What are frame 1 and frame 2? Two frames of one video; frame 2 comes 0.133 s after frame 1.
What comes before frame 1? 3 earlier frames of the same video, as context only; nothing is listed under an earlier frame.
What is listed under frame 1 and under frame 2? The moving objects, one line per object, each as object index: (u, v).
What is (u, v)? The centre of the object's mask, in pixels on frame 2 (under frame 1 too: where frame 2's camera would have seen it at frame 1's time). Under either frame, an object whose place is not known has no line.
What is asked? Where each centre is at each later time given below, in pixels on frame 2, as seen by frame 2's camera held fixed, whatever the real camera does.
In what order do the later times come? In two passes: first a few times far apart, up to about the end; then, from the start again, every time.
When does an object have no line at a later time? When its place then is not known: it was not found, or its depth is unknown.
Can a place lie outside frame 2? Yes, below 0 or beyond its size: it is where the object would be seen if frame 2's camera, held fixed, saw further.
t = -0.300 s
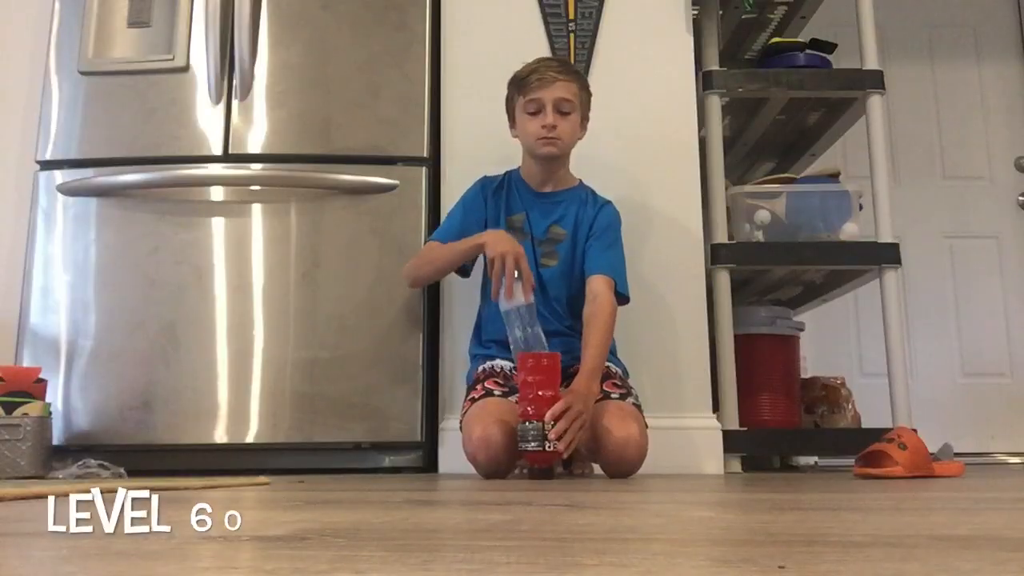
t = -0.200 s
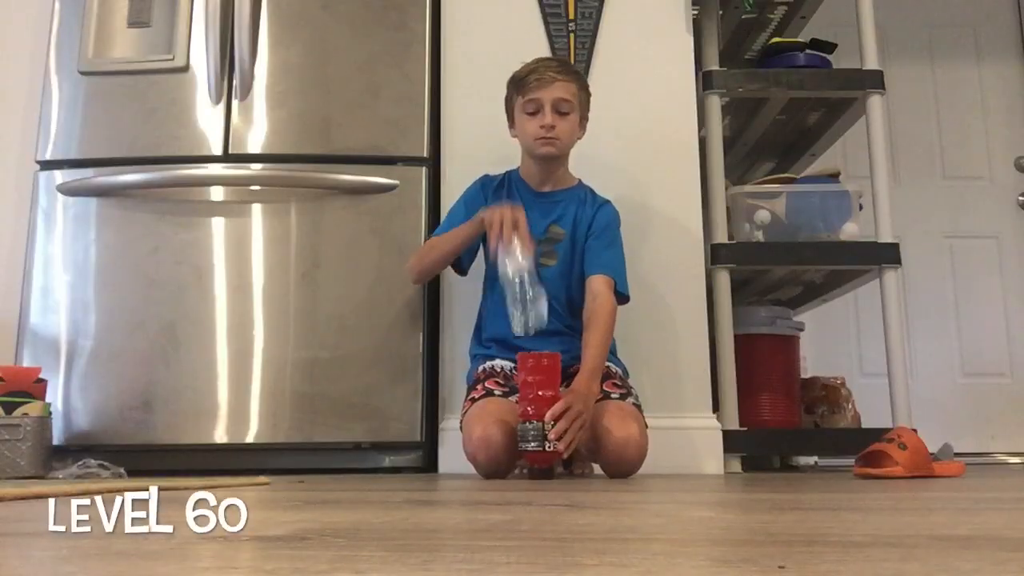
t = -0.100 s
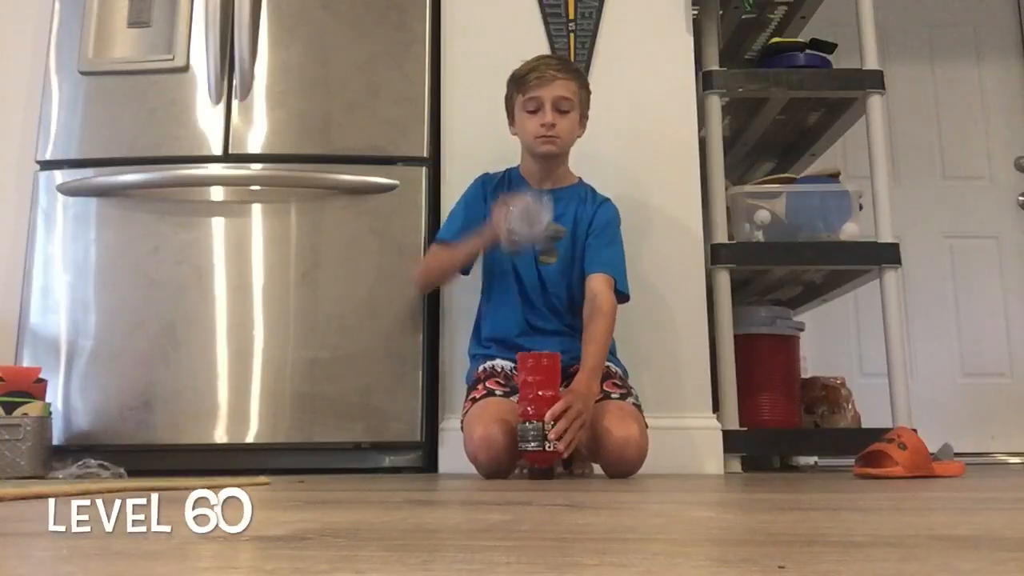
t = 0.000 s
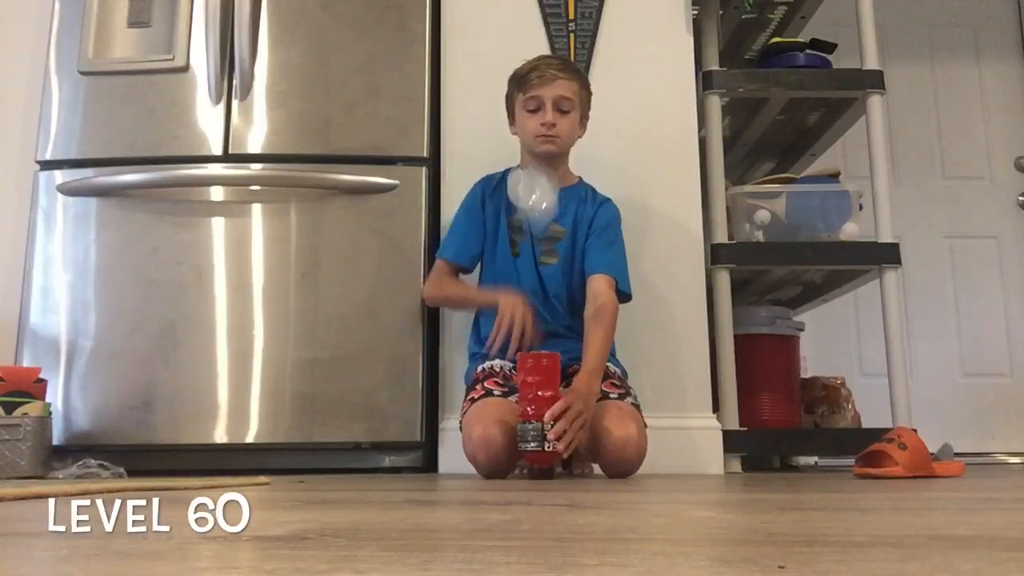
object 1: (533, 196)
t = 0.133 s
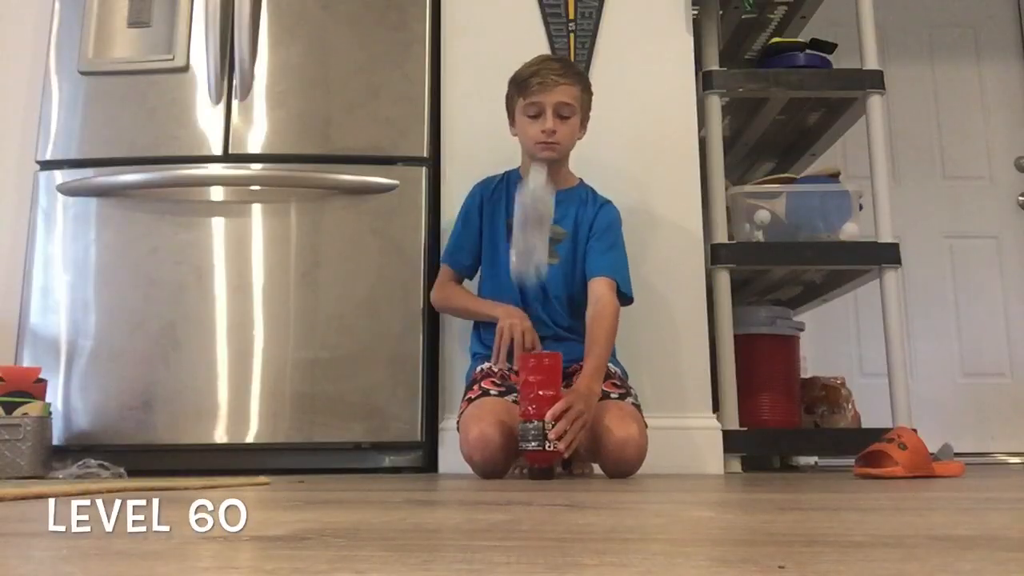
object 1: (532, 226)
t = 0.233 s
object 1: (533, 296)
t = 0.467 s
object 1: (544, 296)
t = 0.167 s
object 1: (532, 253)
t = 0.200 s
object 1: (532, 285)
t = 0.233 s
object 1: (533, 296)
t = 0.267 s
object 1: (534, 296)
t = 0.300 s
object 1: (534, 296)
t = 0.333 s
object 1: (535, 296)
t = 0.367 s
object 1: (538, 296)
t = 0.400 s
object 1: (540, 295)
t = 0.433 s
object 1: (543, 296)
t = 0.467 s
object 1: (544, 296)
